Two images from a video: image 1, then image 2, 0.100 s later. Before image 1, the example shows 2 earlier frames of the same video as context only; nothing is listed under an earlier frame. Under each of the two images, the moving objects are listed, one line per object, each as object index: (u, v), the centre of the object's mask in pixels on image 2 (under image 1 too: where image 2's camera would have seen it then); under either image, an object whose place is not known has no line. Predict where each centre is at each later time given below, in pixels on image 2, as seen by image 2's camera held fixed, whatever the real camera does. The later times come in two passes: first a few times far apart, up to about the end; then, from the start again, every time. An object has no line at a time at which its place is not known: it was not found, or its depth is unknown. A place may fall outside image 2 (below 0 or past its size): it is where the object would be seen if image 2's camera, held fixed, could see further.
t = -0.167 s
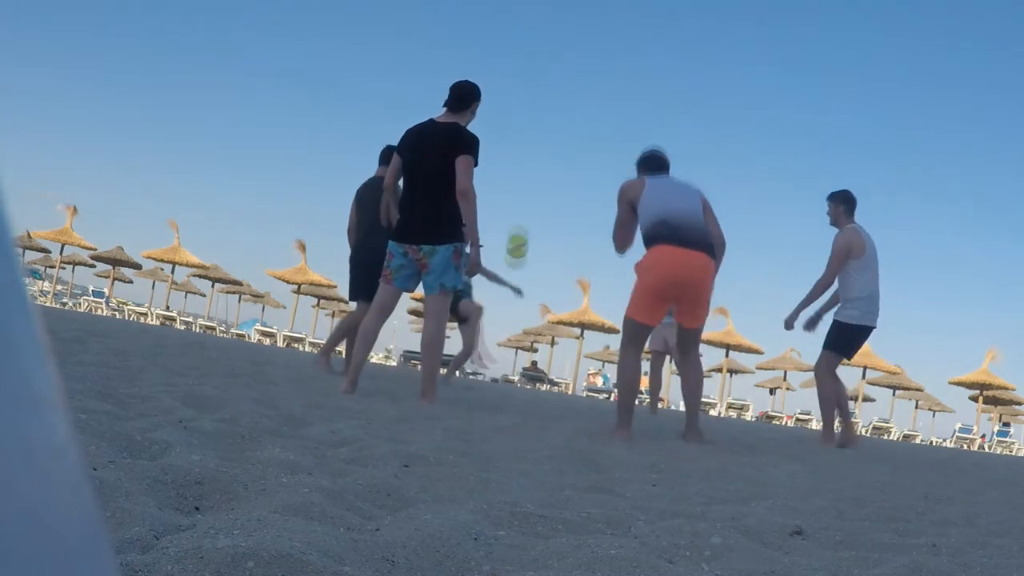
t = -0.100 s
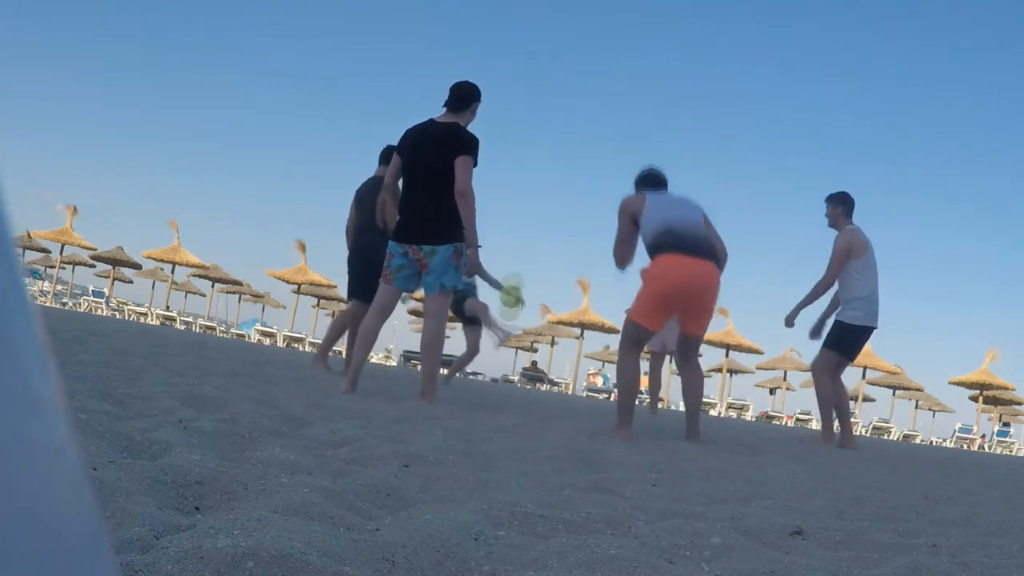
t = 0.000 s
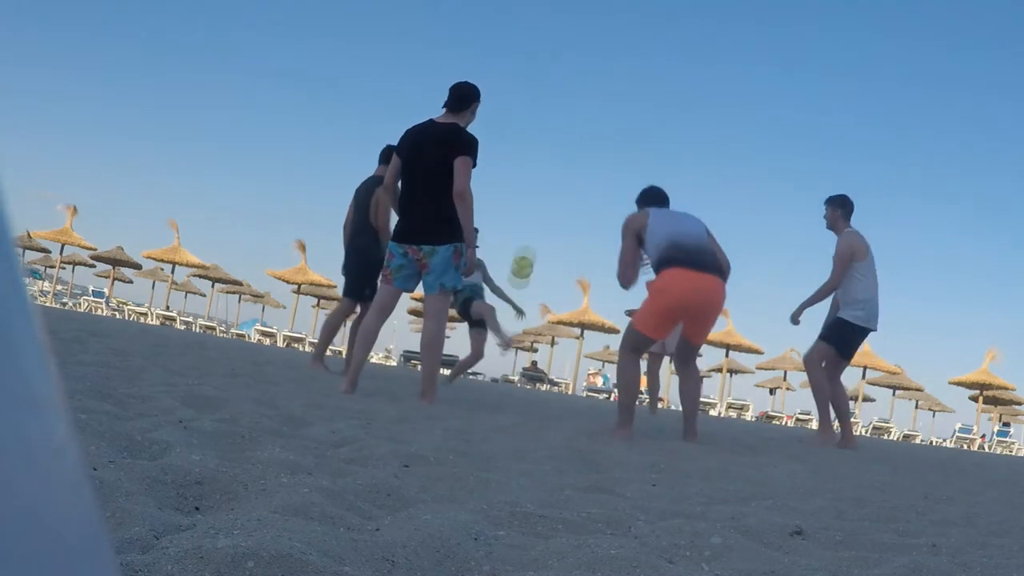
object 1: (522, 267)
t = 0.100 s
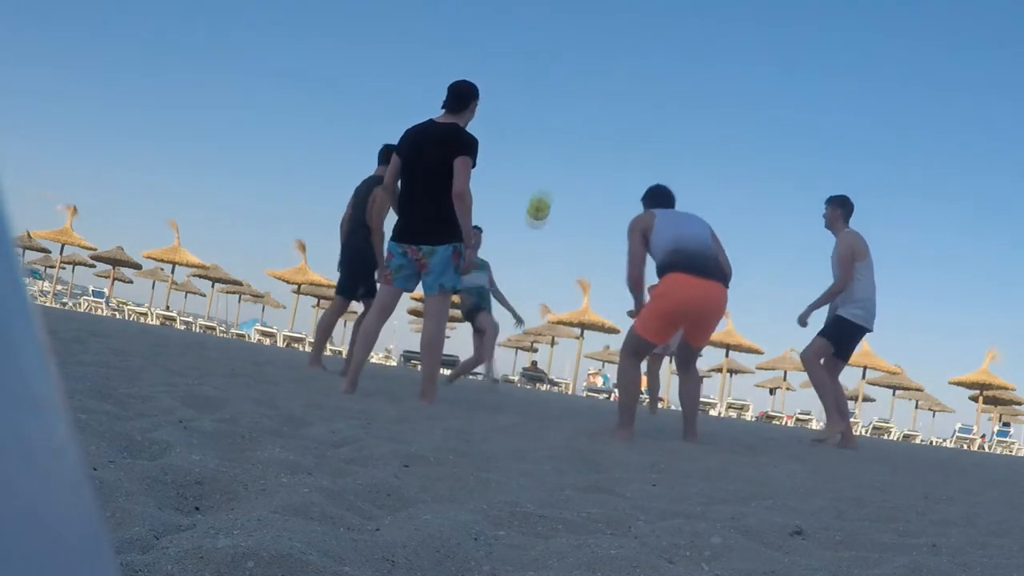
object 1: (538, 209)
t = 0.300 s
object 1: (567, 123)
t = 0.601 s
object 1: (601, 71)
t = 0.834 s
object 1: (620, 100)
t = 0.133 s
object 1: (544, 191)
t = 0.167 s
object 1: (549, 175)
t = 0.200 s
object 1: (554, 160)
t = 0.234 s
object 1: (558, 147)
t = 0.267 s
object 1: (562, 134)
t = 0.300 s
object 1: (567, 123)
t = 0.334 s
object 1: (571, 112)
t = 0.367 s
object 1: (575, 103)
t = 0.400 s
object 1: (579, 95)
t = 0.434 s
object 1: (583, 88)
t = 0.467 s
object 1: (587, 82)
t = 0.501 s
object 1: (591, 77)
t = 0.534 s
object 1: (595, 74)
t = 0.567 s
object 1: (598, 72)
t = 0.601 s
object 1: (601, 71)
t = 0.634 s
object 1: (605, 71)
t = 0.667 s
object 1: (607, 72)
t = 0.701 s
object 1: (610, 75)
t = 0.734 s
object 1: (613, 79)
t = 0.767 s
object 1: (615, 85)
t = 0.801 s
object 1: (618, 92)
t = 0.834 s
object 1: (620, 100)
